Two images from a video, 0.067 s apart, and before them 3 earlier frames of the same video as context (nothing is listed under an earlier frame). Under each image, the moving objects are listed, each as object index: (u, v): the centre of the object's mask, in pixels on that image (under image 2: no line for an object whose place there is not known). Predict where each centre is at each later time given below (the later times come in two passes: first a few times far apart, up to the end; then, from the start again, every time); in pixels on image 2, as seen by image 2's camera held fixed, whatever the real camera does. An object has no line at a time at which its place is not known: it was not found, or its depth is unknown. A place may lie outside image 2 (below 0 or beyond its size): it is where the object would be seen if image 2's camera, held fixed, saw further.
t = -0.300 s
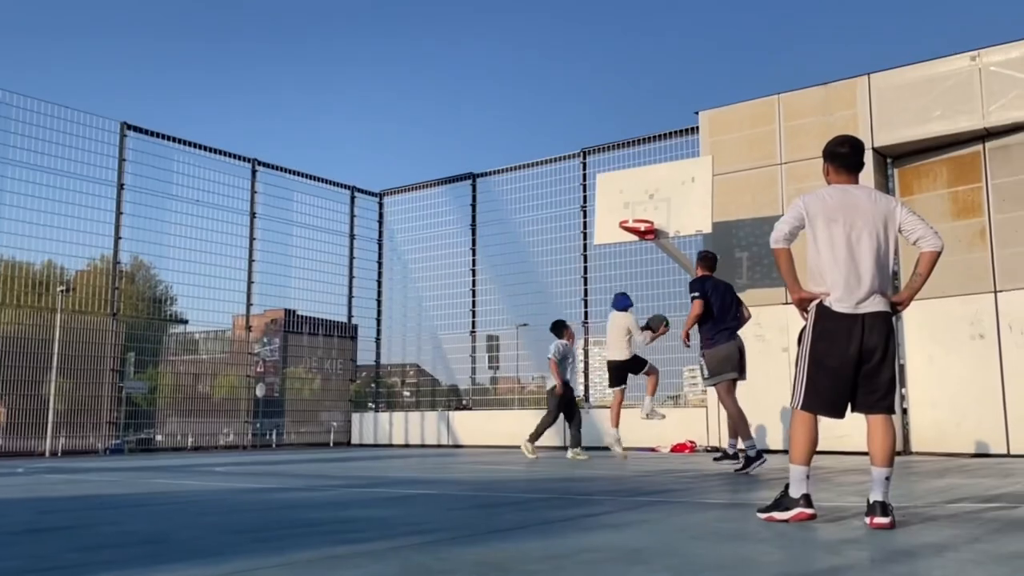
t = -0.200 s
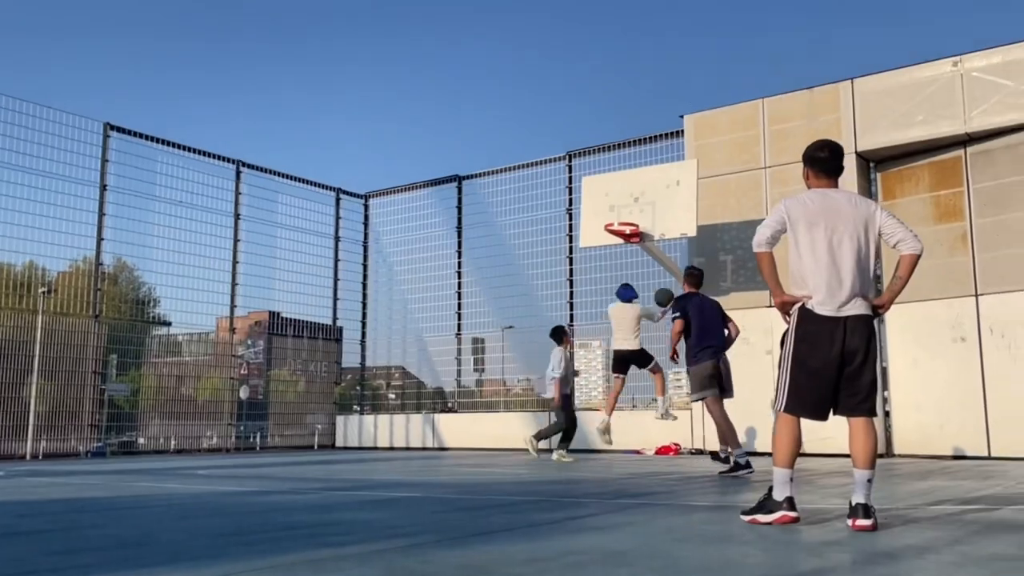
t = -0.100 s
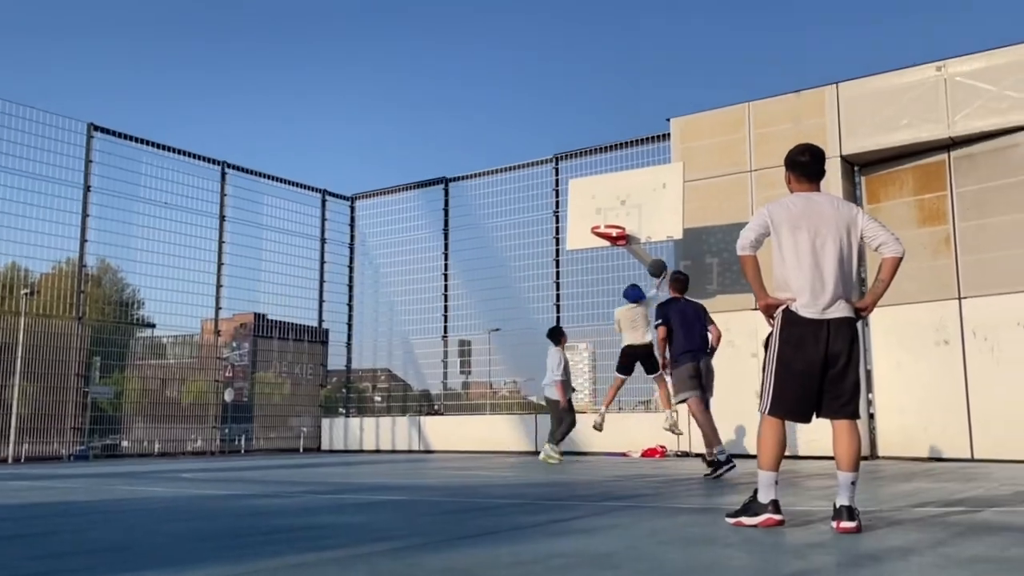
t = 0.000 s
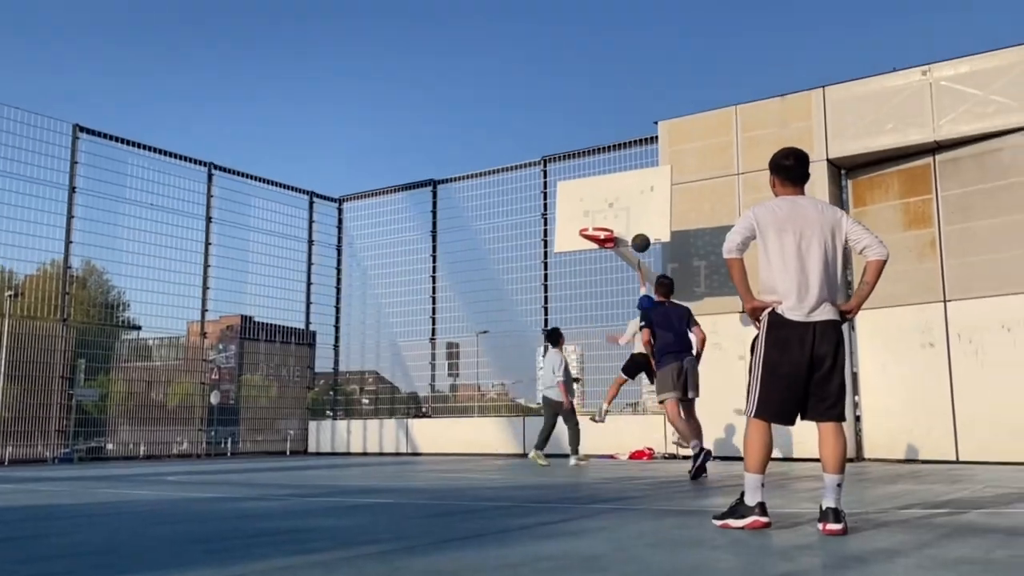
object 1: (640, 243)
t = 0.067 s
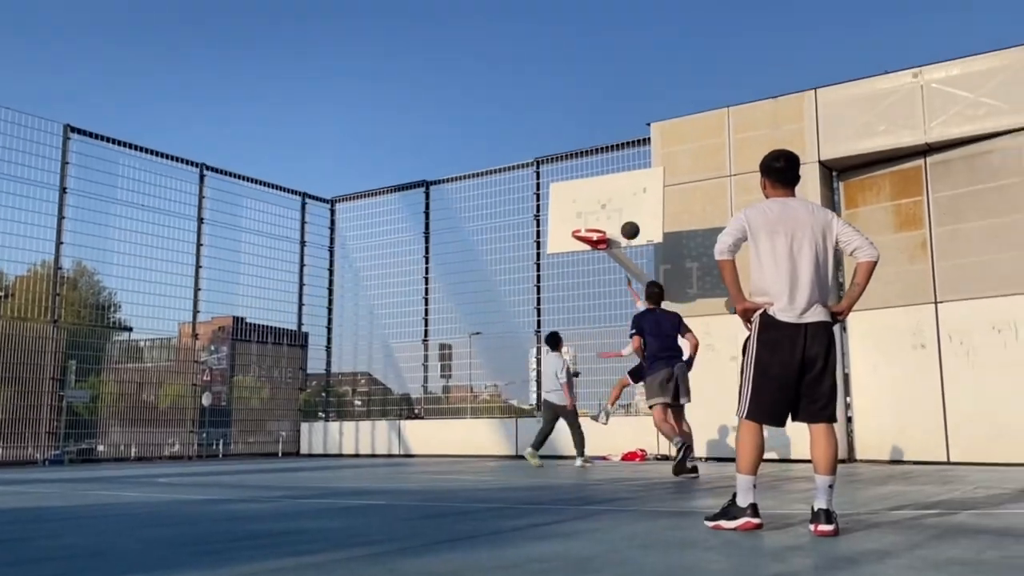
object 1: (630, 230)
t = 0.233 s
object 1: (623, 211)
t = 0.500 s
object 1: (614, 222)
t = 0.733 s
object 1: (597, 222)
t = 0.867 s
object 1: (591, 233)
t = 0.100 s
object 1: (628, 225)
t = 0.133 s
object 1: (627, 220)
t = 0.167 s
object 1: (626, 216)
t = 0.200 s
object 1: (624, 213)
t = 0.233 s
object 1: (623, 211)
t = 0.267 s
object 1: (622, 210)
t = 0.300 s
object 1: (621, 209)
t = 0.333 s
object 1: (619, 210)
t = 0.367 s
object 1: (619, 211)
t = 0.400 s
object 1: (617, 213)
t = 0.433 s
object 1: (616, 215)
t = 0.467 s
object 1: (616, 219)
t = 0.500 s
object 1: (614, 222)
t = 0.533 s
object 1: (610, 223)
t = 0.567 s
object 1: (607, 225)
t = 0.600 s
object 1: (605, 223)
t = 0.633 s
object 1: (603, 222)
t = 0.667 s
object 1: (601, 221)
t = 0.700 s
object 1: (599, 222)
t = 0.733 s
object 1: (597, 222)
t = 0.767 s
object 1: (596, 223)
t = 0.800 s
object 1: (594, 226)
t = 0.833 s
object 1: (592, 229)
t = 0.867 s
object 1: (591, 233)
